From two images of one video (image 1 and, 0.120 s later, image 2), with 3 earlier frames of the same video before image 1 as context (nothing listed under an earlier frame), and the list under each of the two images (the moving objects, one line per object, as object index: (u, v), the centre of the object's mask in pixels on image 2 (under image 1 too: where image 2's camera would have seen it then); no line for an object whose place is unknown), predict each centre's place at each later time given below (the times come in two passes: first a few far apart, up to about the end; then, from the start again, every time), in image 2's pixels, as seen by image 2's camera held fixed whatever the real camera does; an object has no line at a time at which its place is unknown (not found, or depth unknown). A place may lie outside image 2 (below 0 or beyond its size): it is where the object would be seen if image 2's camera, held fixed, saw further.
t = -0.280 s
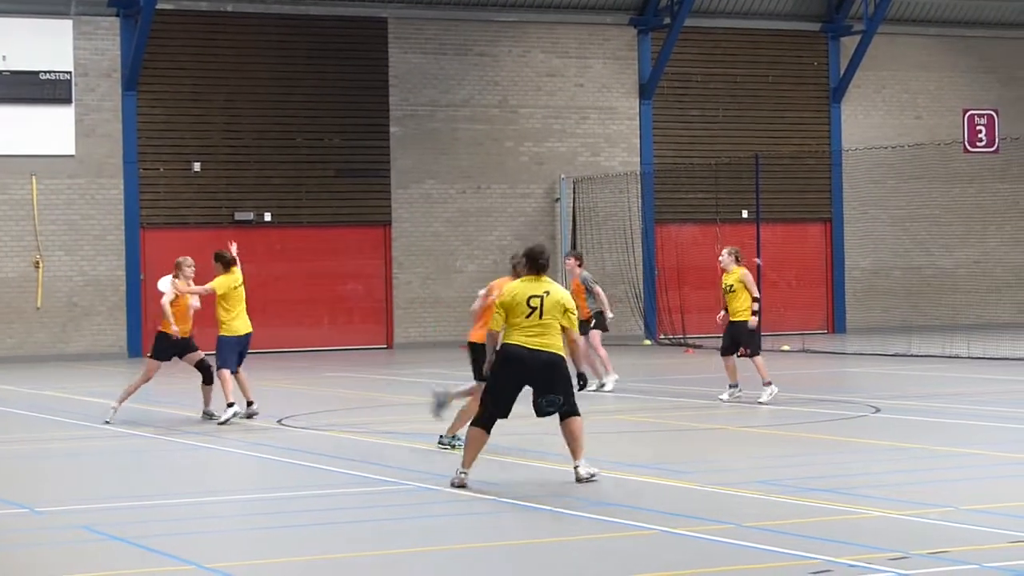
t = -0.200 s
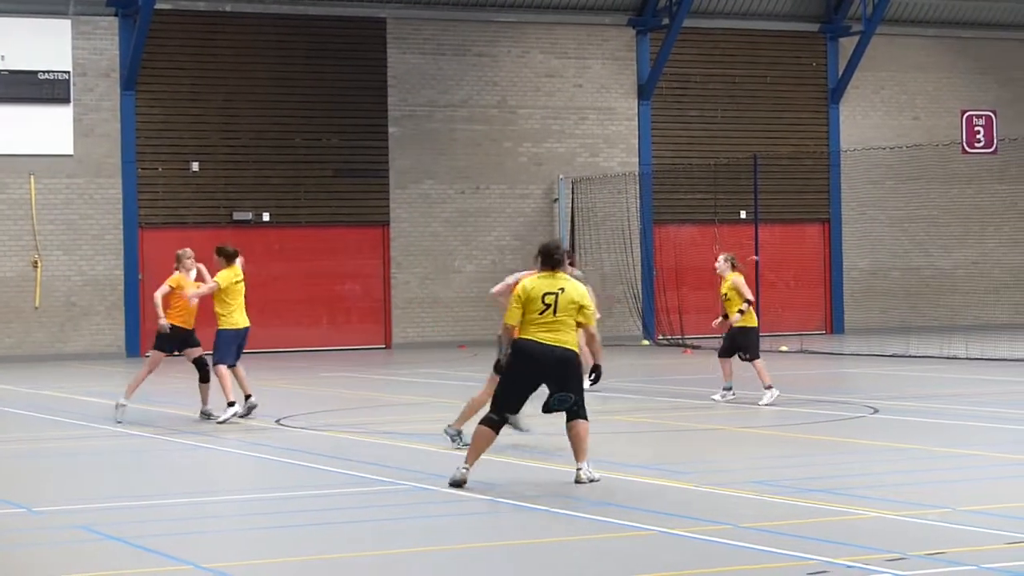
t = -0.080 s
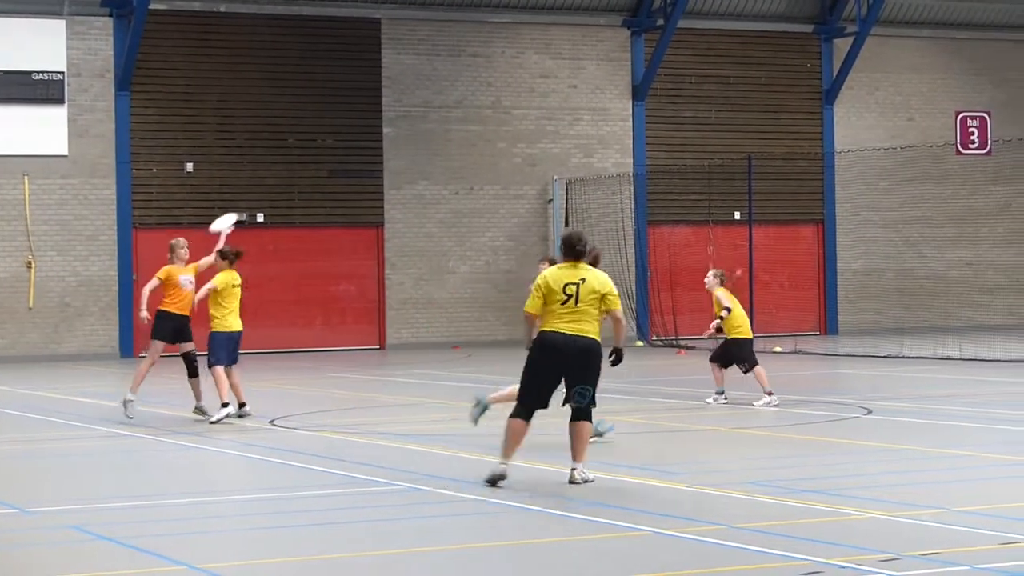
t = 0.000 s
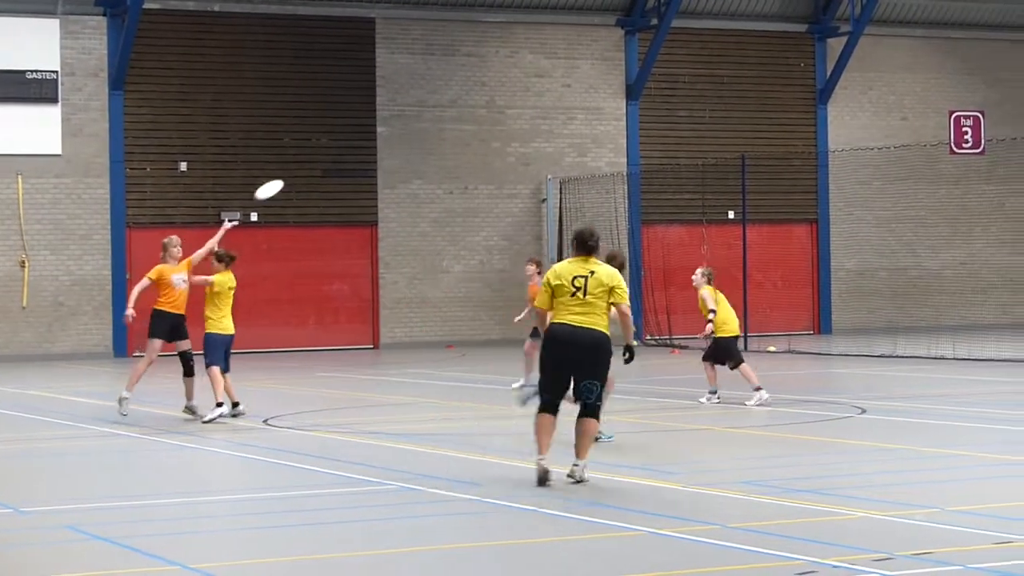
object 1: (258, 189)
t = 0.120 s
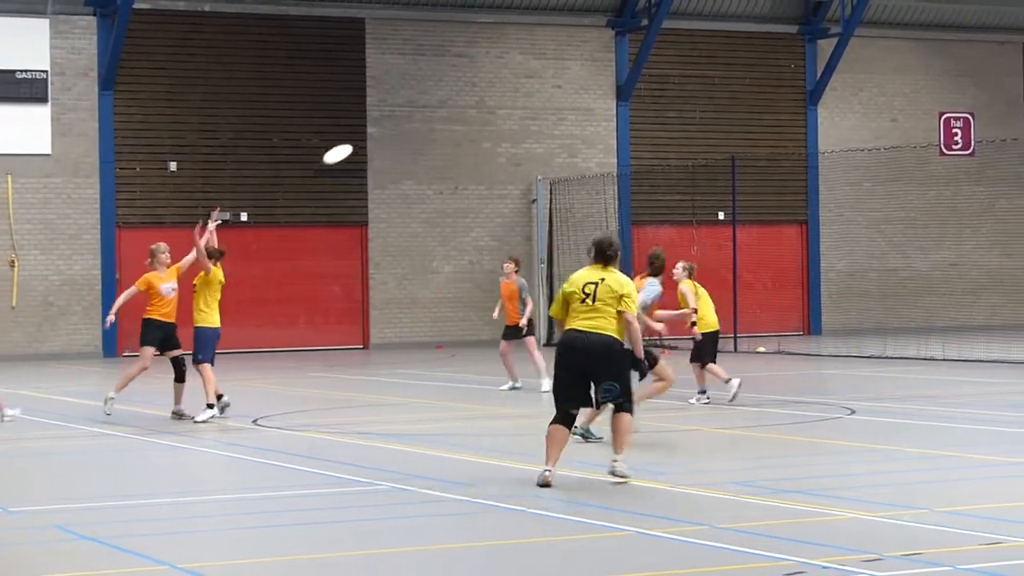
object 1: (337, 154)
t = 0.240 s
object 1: (418, 131)
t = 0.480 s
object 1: (573, 116)
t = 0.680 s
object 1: (697, 127)
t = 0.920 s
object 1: (840, 167)
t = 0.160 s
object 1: (364, 145)
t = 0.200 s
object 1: (391, 137)
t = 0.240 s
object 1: (418, 131)
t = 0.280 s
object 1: (444, 126)
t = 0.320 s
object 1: (470, 122)
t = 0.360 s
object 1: (496, 119)
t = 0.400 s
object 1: (522, 117)
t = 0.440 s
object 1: (548, 116)
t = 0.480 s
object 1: (573, 116)
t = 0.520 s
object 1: (598, 116)
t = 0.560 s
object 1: (623, 118)
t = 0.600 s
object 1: (648, 120)
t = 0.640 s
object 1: (672, 123)
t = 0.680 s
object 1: (697, 127)
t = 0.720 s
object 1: (721, 131)
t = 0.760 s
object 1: (745, 137)
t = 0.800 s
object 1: (769, 143)
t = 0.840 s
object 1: (792, 150)
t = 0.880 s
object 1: (816, 159)
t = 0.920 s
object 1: (840, 167)
